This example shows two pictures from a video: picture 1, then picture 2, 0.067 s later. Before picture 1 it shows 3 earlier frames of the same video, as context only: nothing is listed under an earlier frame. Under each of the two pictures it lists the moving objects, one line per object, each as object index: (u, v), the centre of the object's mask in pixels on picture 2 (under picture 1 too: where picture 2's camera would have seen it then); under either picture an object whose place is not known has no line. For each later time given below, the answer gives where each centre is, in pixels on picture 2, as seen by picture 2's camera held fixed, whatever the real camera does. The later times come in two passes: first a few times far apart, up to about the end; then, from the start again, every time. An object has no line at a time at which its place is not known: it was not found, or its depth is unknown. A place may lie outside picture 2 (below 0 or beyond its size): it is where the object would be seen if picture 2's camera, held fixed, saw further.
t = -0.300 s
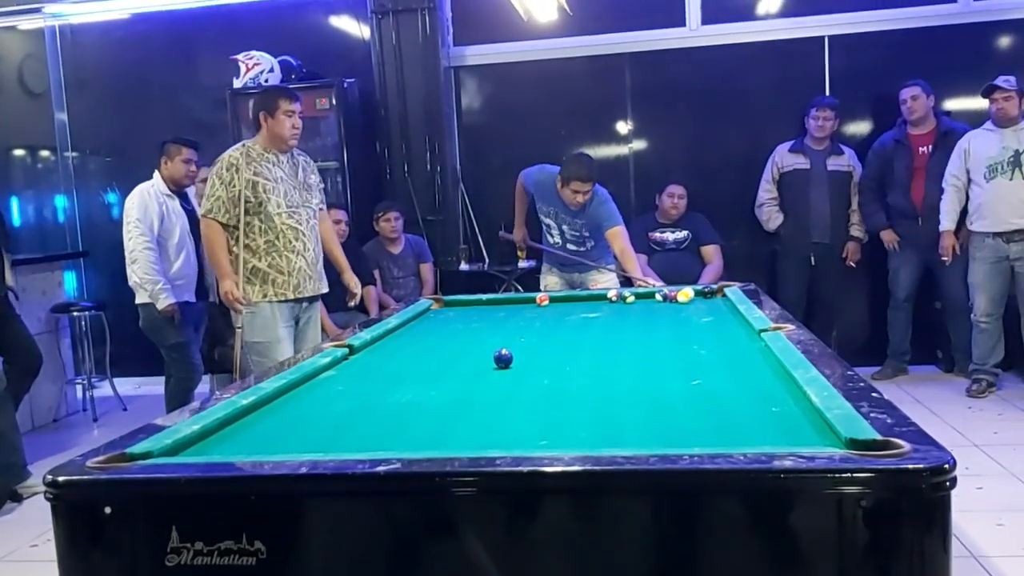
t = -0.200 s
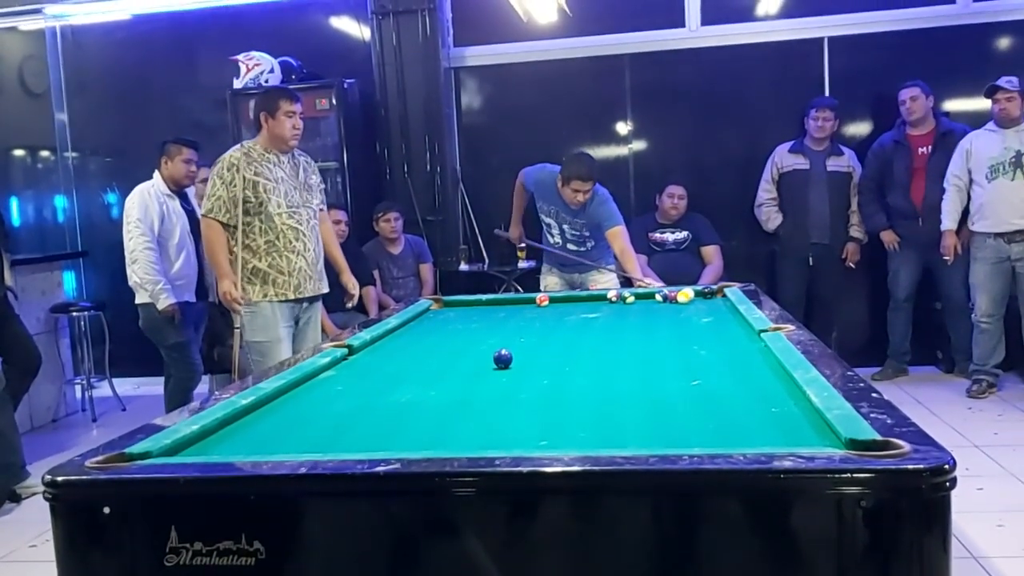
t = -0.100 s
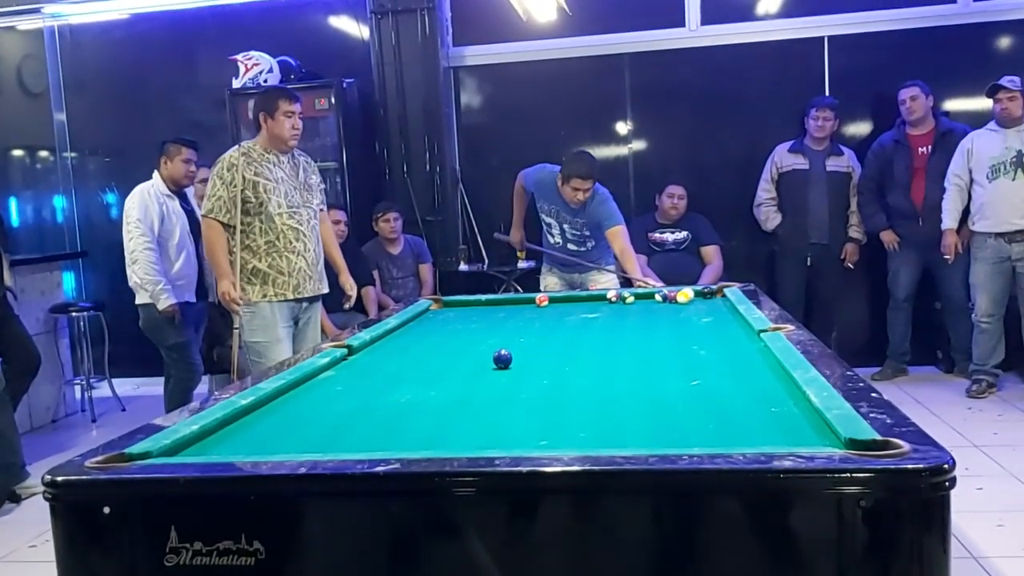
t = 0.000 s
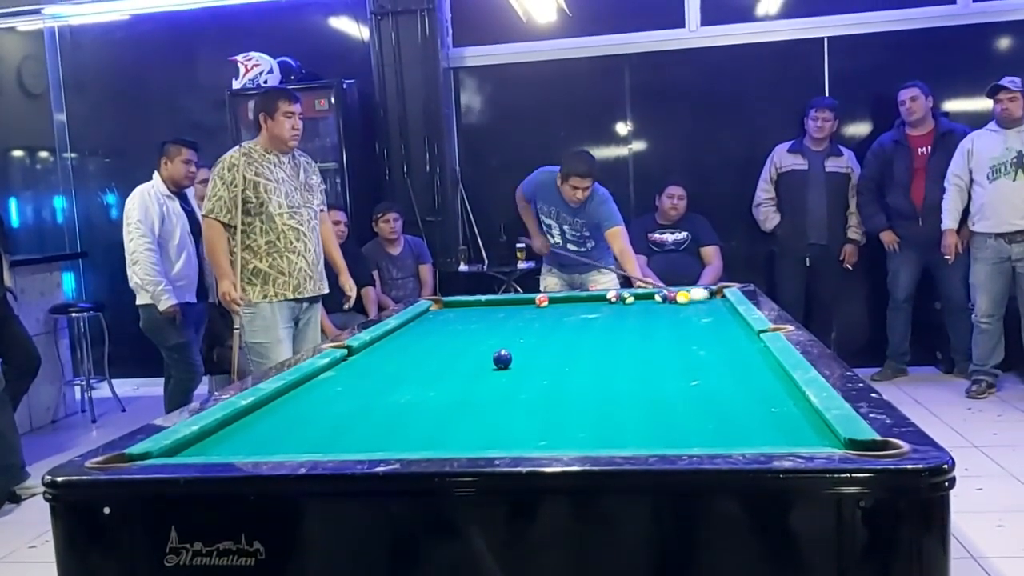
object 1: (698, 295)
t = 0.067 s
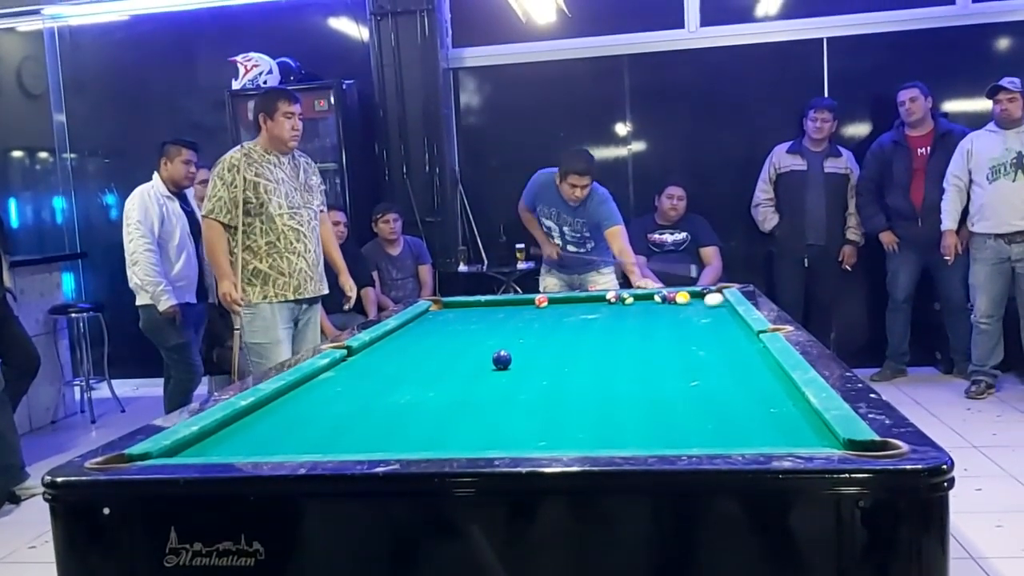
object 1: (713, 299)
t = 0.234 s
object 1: (654, 313)
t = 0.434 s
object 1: (574, 330)
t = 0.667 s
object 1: (461, 355)
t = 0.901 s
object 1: (317, 386)
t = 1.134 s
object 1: (304, 410)
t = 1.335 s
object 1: (325, 434)
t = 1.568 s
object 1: (360, 445)
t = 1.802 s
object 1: (413, 430)
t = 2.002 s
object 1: (452, 415)
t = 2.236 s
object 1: (490, 401)
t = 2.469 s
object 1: (523, 389)
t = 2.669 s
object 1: (548, 380)
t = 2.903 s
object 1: (572, 371)
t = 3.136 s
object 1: (593, 363)
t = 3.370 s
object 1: (611, 356)
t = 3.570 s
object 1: (626, 350)
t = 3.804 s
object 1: (640, 345)
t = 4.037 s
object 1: (652, 341)
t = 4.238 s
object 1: (661, 338)
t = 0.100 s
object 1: (702, 301)
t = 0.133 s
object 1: (690, 305)
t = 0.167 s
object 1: (678, 308)
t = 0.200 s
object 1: (666, 310)
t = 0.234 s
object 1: (654, 313)
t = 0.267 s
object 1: (642, 315)
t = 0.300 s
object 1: (629, 318)
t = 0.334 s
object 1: (616, 321)
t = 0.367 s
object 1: (602, 324)
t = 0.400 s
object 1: (589, 327)
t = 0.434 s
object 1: (574, 330)
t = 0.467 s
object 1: (560, 333)
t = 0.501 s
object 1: (545, 336)
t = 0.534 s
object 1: (529, 340)
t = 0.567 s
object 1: (513, 343)
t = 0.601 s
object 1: (496, 345)
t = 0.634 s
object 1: (479, 351)
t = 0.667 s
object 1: (461, 355)
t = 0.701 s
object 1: (443, 359)
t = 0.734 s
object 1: (424, 363)
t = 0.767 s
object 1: (404, 367)
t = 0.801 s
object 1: (384, 372)
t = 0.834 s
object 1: (362, 377)
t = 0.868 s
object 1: (340, 381)
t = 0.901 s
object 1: (317, 386)
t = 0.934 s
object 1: (292, 392)
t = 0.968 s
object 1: (282, 396)
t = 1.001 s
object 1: (289, 399)
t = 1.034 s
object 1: (294, 401)
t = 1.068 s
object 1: (298, 404)
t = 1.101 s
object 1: (301, 407)
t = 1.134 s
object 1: (304, 410)
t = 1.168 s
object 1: (307, 413)
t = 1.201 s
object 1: (309, 417)
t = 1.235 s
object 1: (312, 420)
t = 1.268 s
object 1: (315, 423)
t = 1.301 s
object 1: (318, 427)
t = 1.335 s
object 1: (325, 434)
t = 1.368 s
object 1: (328, 438)
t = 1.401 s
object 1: (332, 441)
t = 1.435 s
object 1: (335, 443)
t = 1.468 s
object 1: (339, 446)
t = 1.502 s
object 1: (342, 448)
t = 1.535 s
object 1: (351, 446)
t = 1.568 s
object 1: (360, 445)
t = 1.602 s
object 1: (368, 443)
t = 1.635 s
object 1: (376, 441)
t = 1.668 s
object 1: (383, 439)
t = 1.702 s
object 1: (391, 438)
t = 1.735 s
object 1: (399, 435)
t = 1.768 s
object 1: (406, 433)
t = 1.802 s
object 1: (413, 430)
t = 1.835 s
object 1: (420, 427)
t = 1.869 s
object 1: (427, 424)
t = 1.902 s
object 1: (433, 422)
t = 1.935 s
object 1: (440, 420)
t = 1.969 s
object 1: (446, 418)
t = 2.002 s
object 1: (452, 415)
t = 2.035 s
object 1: (458, 413)
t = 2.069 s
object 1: (463, 411)
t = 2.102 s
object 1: (469, 409)
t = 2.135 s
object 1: (475, 407)
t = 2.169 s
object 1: (480, 405)
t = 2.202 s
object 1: (485, 402)
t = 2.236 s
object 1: (490, 401)
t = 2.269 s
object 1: (495, 399)
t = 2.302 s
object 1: (500, 397)
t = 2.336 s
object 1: (505, 395)
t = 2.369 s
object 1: (510, 394)
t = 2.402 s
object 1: (514, 392)
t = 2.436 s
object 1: (519, 390)
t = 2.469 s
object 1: (523, 389)
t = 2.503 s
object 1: (528, 387)
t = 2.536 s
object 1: (532, 386)
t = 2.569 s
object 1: (536, 384)
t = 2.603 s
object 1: (540, 383)
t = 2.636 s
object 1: (544, 381)
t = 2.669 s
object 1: (548, 380)
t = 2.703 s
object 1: (551, 379)
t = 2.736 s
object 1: (555, 377)
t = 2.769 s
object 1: (559, 376)
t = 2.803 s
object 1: (562, 374)
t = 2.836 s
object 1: (566, 373)
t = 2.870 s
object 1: (569, 372)
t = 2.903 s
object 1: (572, 371)
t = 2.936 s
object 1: (576, 370)
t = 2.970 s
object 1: (579, 369)
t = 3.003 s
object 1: (582, 367)
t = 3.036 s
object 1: (585, 366)
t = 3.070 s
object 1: (588, 365)
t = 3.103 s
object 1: (590, 364)
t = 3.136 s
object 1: (593, 363)
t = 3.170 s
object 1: (596, 362)
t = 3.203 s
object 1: (599, 361)
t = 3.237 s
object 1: (601, 360)
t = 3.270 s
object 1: (604, 359)
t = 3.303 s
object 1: (606, 358)
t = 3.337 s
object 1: (609, 357)
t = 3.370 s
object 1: (611, 356)
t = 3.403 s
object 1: (613, 355)
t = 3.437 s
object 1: (616, 355)
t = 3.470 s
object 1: (618, 354)
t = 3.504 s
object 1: (620, 353)
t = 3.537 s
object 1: (624, 351)
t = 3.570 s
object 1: (626, 350)
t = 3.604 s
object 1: (629, 350)
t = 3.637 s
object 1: (631, 349)
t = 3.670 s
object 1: (633, 348)
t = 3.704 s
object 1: (634, 347)
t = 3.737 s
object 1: (636, 347)
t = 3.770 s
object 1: (638, 346)
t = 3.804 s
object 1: (640, 345)
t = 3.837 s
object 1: (642, 345)
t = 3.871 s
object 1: (644, 344)
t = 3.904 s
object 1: (645, 343)
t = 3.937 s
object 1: (647, 343)
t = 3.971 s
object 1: (649, 342)
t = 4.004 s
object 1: (651, 342)
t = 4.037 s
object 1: (652, 341)
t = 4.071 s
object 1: (654, 341)
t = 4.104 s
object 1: (655, 340)
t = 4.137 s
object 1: (657, 339)
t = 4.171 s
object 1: (659, 339)
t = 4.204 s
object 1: (660, 339)
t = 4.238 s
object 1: (661, 338)
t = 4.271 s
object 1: (663, 337)
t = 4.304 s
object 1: (664, 337)
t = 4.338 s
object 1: (666, 336)
